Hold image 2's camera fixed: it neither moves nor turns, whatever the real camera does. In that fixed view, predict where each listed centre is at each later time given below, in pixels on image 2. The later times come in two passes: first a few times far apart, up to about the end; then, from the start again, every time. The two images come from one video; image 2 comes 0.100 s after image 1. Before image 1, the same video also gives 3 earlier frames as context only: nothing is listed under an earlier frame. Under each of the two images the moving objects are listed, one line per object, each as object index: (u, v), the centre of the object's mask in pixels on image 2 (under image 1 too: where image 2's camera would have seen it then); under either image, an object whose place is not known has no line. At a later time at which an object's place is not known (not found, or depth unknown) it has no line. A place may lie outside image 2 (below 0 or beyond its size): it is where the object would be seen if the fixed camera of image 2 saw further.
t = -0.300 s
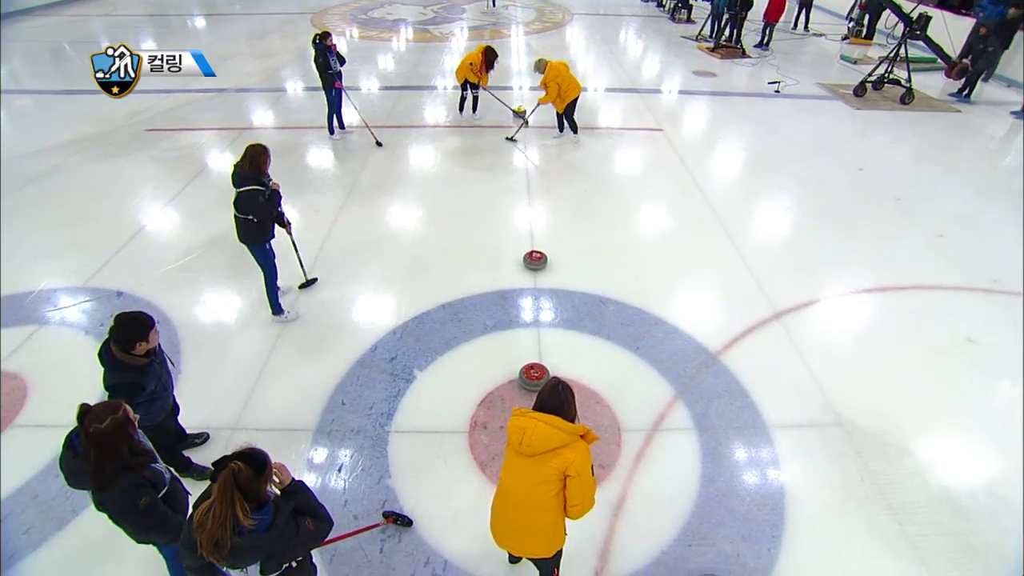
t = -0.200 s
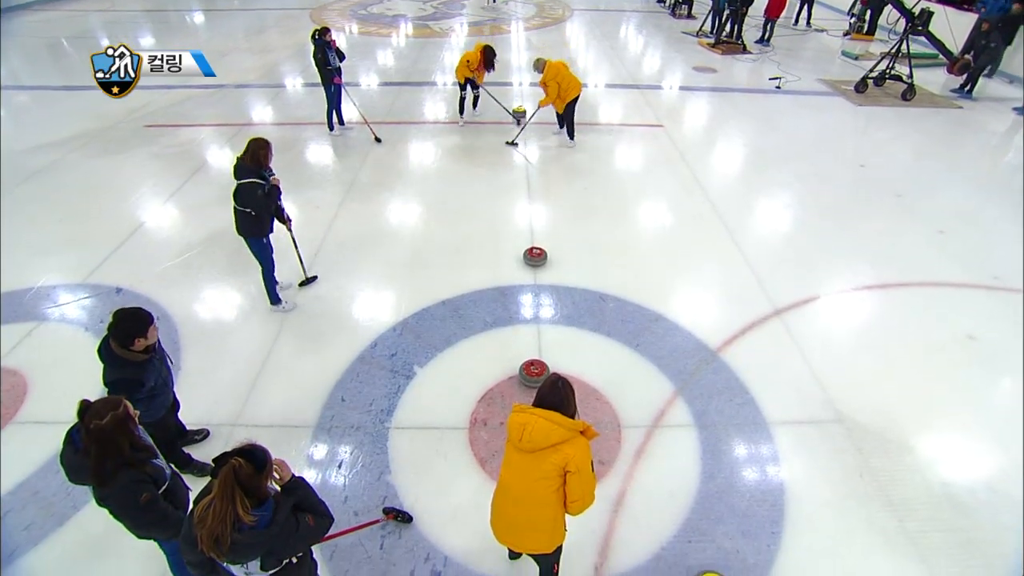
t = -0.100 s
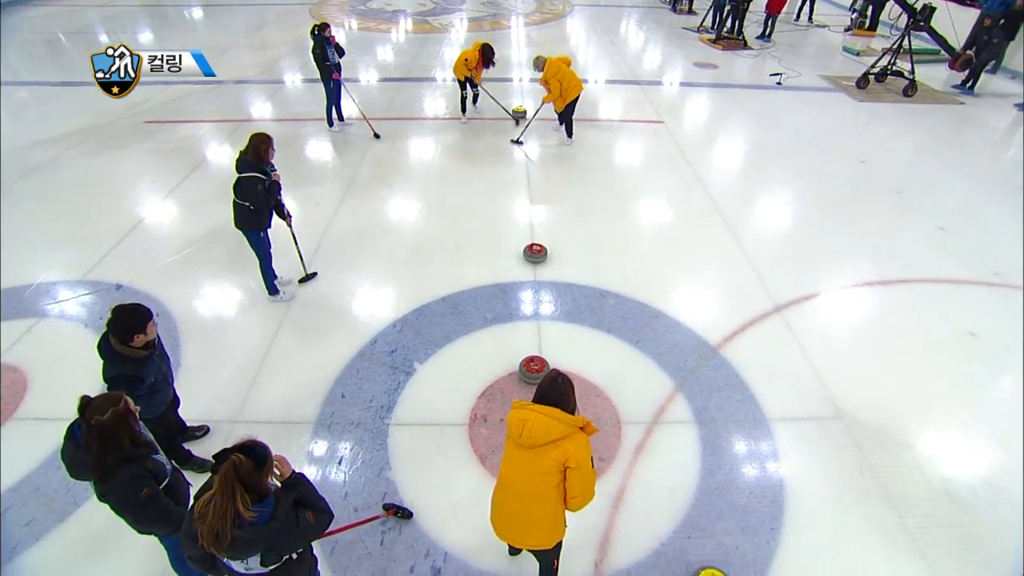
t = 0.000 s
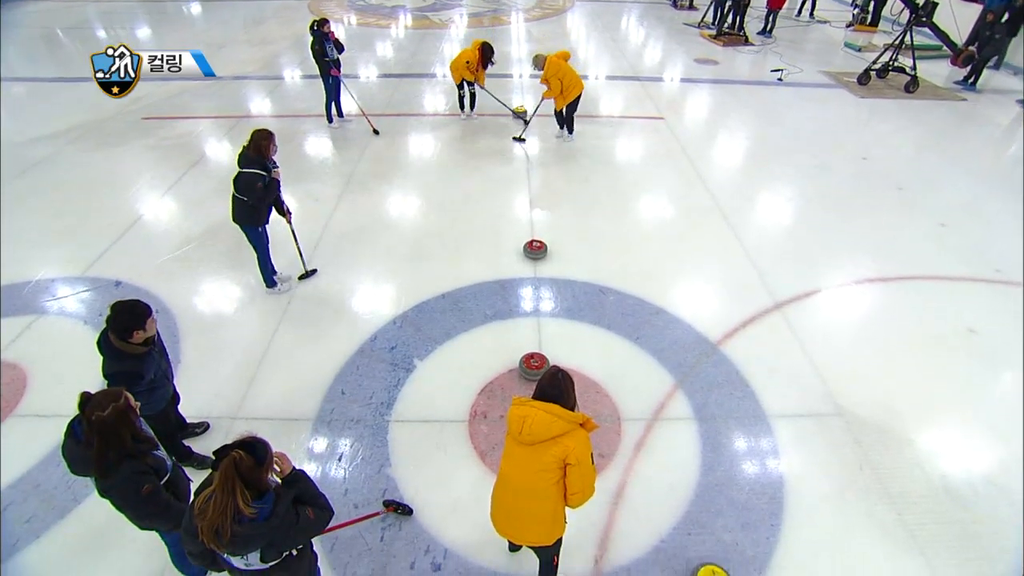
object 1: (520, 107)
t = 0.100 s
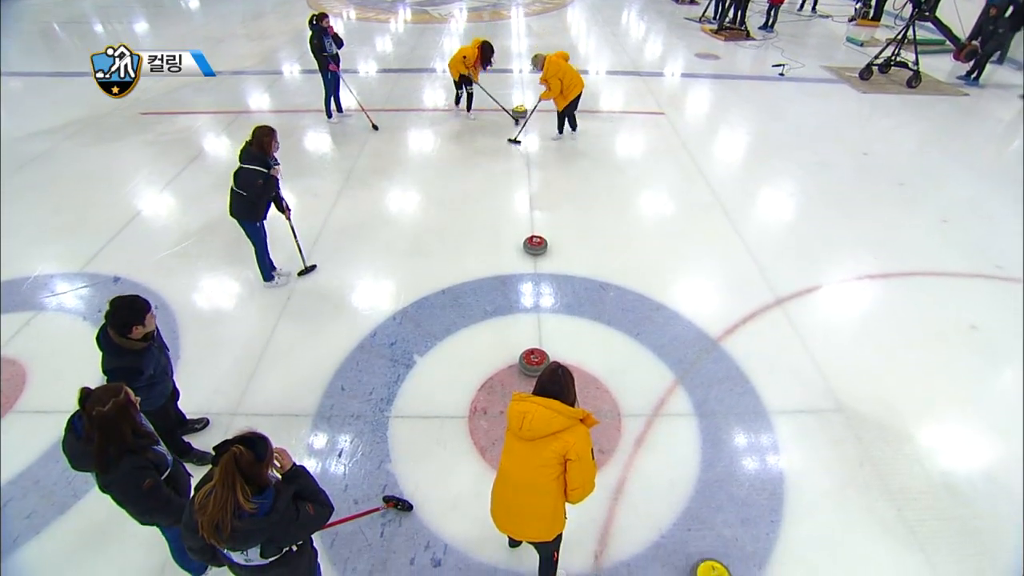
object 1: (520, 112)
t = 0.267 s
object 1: (519, 121)
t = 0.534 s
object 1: (519, 133)
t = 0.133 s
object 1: (519, 113)
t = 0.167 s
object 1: (519, 115)
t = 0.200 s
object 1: (519, 117)
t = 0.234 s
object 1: (520, 119)
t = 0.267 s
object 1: (519, 121)
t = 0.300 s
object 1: (519, 122)
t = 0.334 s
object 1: (519, 123)
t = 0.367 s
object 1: (520, 126)
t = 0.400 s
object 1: (519, 127)
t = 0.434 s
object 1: (519, 128)
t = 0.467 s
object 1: (519, 130)
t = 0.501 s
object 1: (519, 132)
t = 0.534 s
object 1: (519, 133)
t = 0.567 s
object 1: (519, 135)
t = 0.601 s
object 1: (519, 137)
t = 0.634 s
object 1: (519, 139)
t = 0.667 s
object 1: (519, 141)
